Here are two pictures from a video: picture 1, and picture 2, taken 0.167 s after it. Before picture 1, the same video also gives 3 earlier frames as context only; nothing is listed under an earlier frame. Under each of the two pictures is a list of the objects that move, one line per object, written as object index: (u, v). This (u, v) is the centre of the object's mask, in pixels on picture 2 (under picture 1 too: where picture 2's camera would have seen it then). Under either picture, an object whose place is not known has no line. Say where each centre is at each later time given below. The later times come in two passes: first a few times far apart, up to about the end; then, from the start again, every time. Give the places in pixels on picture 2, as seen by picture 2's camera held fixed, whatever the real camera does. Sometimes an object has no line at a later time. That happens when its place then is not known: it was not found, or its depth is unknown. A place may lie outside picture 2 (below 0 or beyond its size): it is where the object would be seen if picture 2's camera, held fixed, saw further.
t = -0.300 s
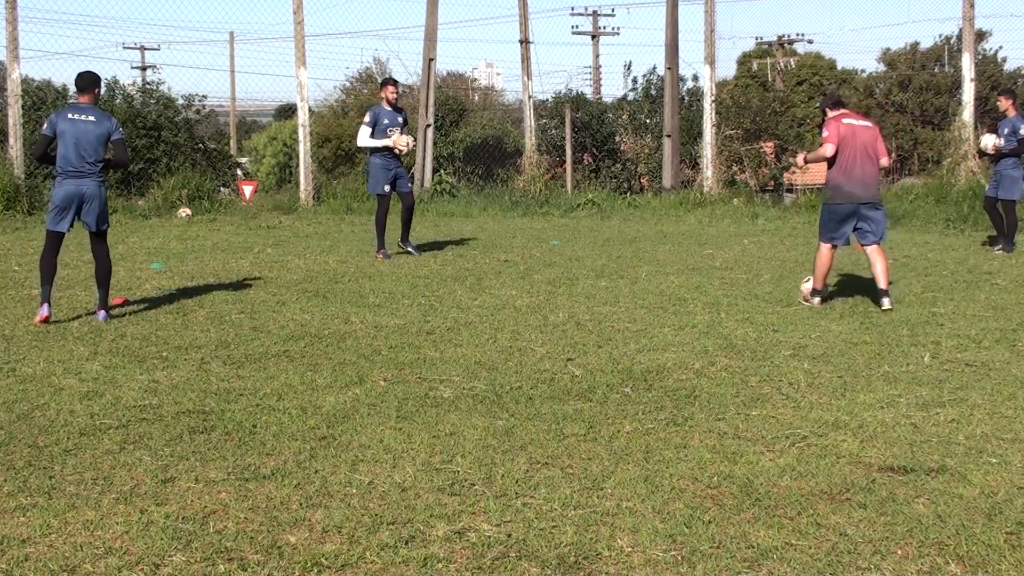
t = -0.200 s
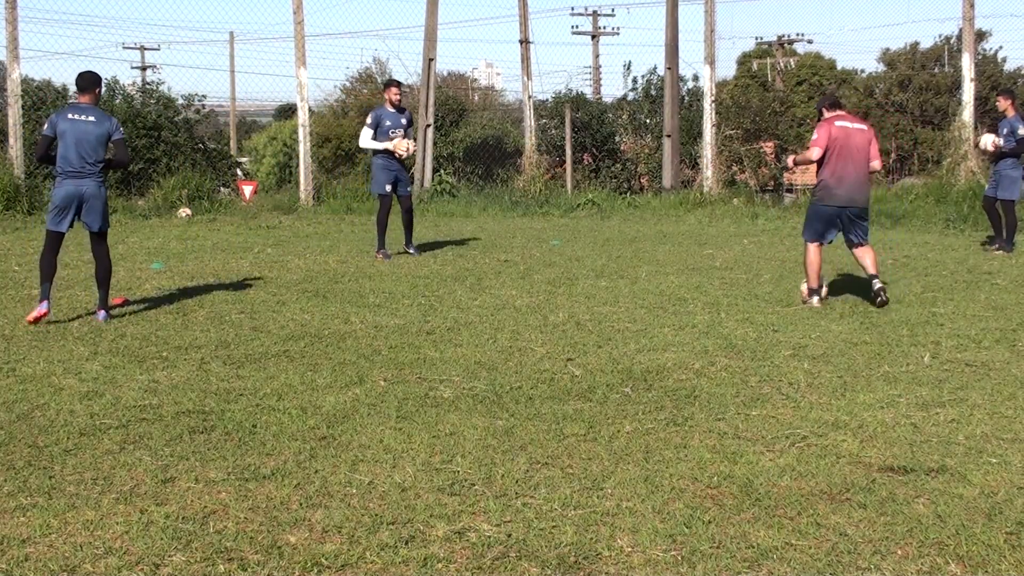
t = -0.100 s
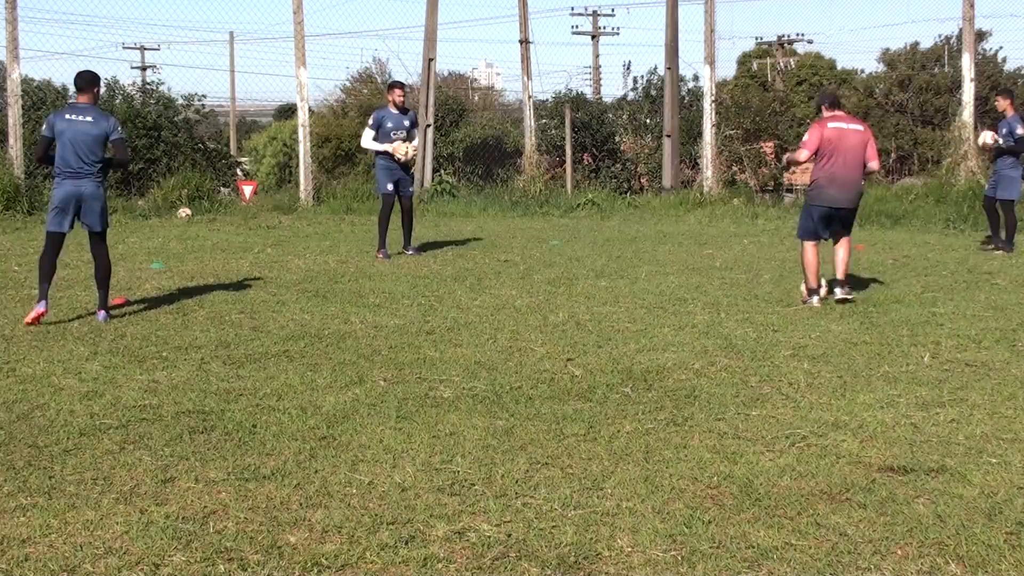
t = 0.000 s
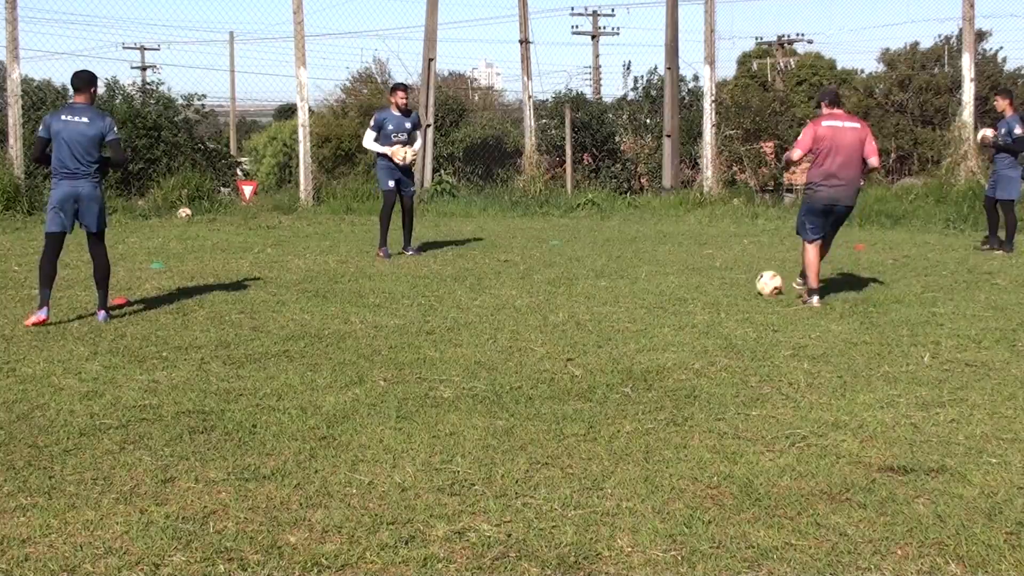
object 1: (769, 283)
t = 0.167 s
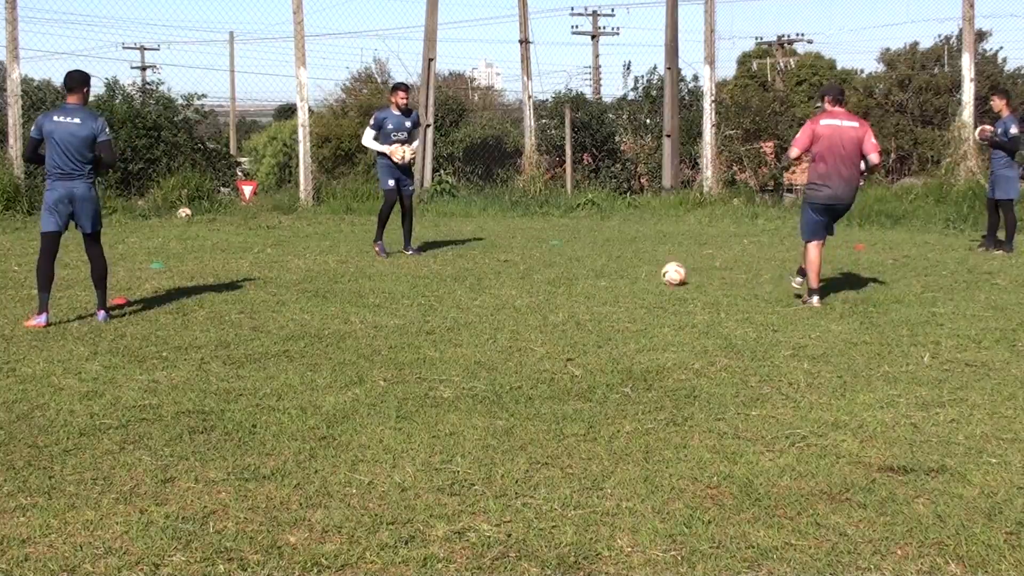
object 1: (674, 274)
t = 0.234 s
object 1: (644, 266)
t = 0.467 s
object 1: (556, 260)
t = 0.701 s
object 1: (494, 253)
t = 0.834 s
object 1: (463, 249)
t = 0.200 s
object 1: (658, 271)
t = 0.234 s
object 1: (644, 266)
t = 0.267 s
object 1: (630, 261)
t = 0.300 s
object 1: (618, 259)
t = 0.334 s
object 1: (605, 256)
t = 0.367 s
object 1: (593, 255)
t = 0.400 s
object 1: (580, 256)
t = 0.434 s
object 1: (568, 258)
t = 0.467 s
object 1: (556, 260)
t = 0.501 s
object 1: (546, 262)
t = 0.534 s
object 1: (536, 258)
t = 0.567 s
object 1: (527, 255)
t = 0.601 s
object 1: (519, 253)
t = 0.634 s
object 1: (510, 252)
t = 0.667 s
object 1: (502, 251)
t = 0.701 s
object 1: (494, 253)
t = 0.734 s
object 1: (486, 254)
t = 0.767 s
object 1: (478, 252)
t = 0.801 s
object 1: (471, 250)
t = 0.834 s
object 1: (463, 249)
